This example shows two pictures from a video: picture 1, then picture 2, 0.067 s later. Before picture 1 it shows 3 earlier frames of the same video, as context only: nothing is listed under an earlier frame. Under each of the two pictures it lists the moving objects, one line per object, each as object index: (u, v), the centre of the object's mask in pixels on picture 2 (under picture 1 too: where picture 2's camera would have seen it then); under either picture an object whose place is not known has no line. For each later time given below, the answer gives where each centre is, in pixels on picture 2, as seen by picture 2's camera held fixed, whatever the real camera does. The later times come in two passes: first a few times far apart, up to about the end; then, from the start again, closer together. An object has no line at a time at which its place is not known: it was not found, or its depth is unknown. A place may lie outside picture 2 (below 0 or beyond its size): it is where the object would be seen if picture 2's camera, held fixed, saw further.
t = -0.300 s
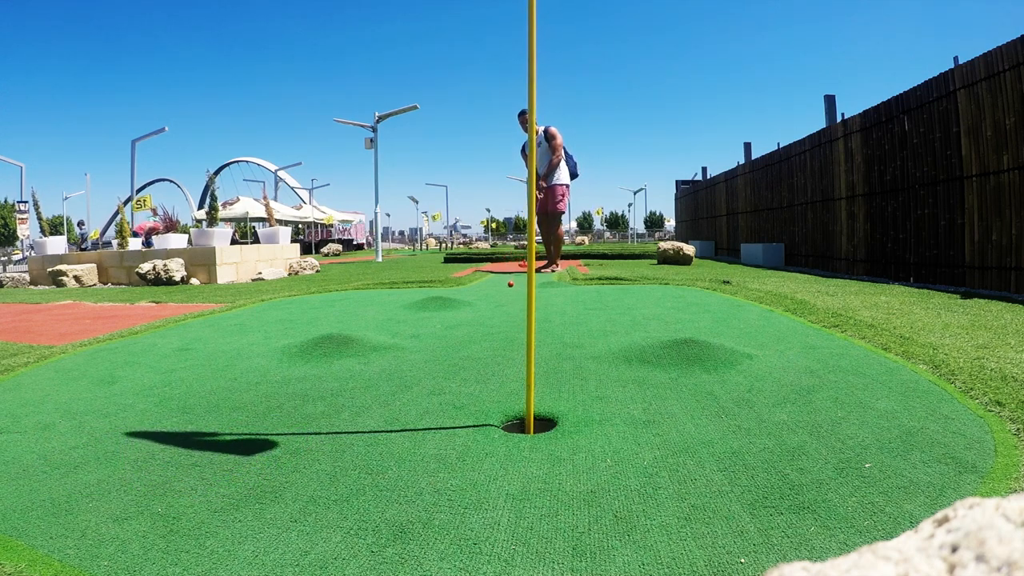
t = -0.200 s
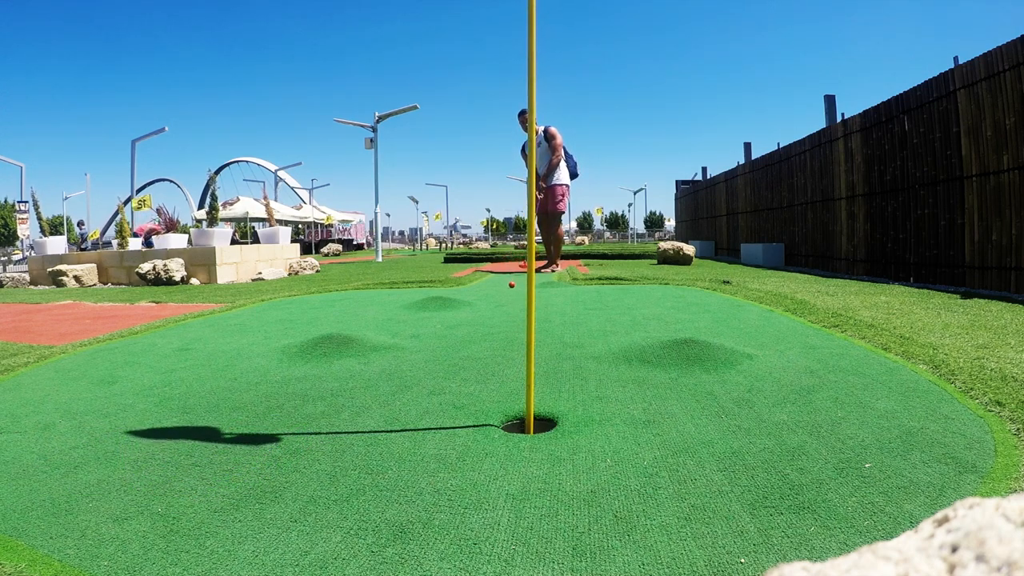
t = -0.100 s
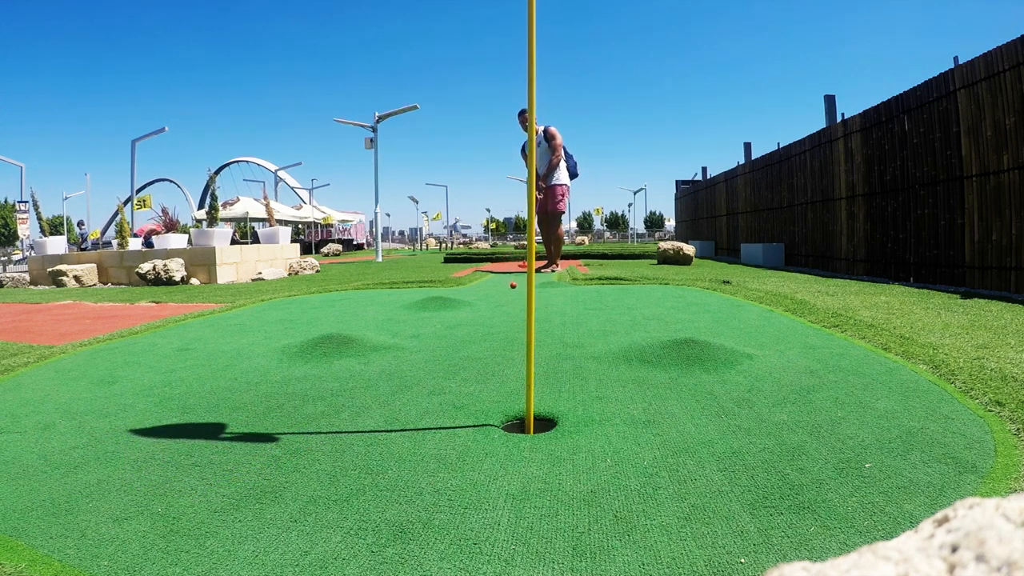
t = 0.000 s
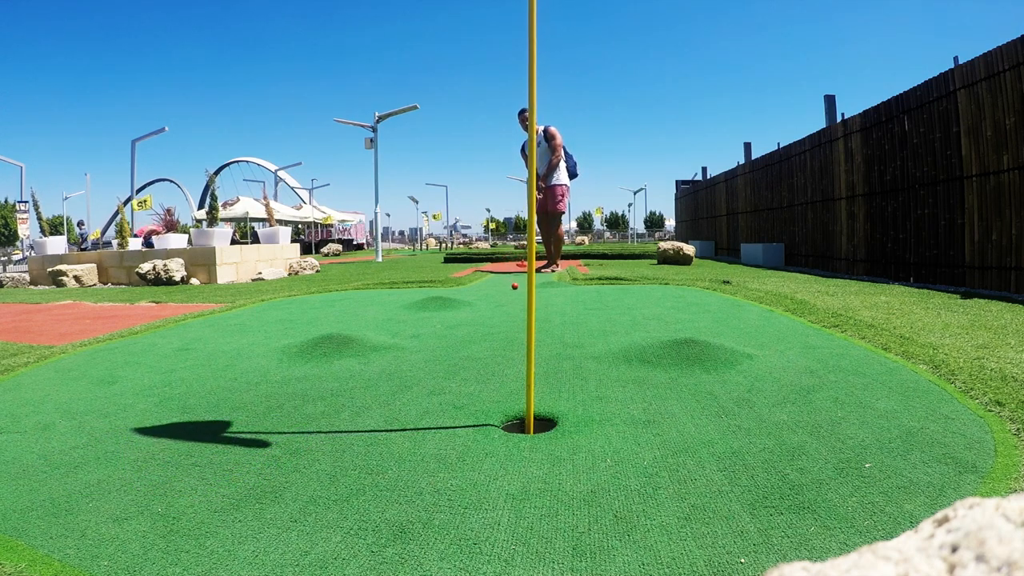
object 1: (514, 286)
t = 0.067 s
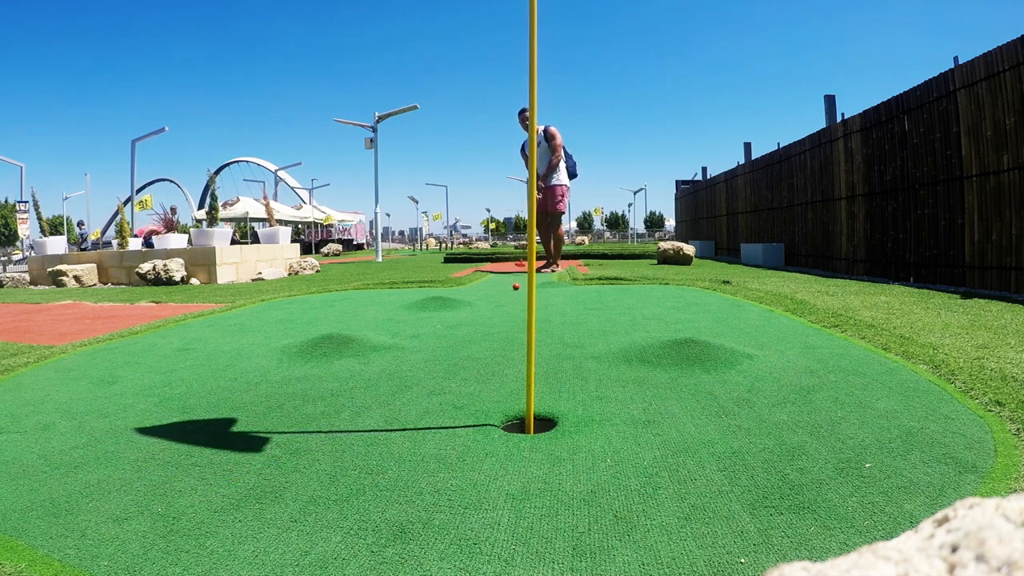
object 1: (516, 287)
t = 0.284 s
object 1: (521, 289)
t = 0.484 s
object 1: (526, 292)
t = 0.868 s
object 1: (542, 301)
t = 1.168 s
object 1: (555, 309)
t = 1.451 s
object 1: (570, 317)
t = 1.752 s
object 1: (591, 326)
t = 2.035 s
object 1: (612, 337)
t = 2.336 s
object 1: (622, 345)
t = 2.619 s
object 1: (603, 362)
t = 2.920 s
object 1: (578, 378)
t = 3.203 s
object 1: (559, 394)
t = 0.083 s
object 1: (516, 287)
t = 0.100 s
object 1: (516, 287)
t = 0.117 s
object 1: (517, 287)
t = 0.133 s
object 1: (517, 287)
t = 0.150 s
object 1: (517, 287)
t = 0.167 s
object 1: (518, 287)
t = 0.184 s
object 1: (518, 288)
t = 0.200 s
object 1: (519, 288)
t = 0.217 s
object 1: (519, 288)
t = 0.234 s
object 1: (519, 288)
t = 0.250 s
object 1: (520, 289)
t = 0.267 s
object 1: (520, 289)
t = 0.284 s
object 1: (521, 289)
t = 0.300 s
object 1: (521, 289)
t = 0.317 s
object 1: (522, 290)
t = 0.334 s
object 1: (522, 290)
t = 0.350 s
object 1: (523, 290)
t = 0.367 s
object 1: (523, 290)
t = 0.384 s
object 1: (524, 291)
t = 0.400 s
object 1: (524, 291)
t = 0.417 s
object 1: (525, 291)
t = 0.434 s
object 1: (525, 291)
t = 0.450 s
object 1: (526, 292)
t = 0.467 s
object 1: (526, 292)
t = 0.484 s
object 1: (526, 292)
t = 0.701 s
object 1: (537, 298)
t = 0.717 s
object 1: (537, 298)
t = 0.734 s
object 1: (537, 298)
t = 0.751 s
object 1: (538, 298)
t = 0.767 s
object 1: (538, 299)
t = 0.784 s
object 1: (538, 299)
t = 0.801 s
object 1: (539, 299)
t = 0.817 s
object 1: (539, 300)
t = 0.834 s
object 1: (540, 300)
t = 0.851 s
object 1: (541, 301)
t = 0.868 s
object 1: (542, 301)
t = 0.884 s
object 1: (542, 302)
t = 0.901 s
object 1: (543, 302)
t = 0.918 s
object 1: (544, 302)
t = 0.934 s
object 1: (544, 303)
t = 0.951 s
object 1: (545, 303)
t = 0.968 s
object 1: (546, 304)
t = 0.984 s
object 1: (546, 304)
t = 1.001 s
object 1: (547, 305)
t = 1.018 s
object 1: (548, 305)
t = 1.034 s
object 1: (548, 305)
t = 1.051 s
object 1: (549, 306)
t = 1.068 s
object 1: (550, 306)
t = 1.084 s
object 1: (551, 307)
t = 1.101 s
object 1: (551, 307)
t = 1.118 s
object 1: (552, 308)
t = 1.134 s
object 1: (553, 308)
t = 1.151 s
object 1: (554, 308)
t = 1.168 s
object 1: (555, 309)
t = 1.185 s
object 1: (555, 309)
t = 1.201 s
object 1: (556, 310)
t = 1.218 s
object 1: (557, 310)
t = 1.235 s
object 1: (558, 311)
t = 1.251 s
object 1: (559, 311)
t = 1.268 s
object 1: (560, 312)
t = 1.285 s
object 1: (560, 312)
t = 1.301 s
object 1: (561, 312)
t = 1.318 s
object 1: (562, 313)
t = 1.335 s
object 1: (563, 313)
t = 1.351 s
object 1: (564, 314)
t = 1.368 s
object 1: (565, 314)
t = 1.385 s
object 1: (566, 314)
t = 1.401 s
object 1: (567, 315)
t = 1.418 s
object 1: (568, 316)
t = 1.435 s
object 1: (569, 316)
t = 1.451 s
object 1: (570, 317)
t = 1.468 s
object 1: (572, 317)
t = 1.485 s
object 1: (573, 318)
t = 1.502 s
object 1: (574, 318)
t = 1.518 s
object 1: (575, 319)
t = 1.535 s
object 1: (576, 319)
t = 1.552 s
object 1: (577, 320)
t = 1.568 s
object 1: (578, 320)
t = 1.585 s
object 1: (579, 321)
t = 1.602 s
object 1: (580, 321)
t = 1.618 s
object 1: (581, 322)
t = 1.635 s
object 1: (582, 323)
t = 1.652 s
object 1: (583, 323)
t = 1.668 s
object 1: (585, 324)
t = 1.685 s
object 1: (586, 324)
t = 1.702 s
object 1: (587, 325)
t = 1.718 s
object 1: (588, 325)
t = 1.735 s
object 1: (589, 326)
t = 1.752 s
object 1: (591, 326)
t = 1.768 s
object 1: (592, 327)
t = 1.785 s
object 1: (593, 328)
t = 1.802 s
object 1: (594, 328)
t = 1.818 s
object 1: (595, 329)
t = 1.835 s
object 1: (597, 330)
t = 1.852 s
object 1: (598, 330)
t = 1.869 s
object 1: (599, 331)
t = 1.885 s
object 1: (600, 332)
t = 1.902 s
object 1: (602, 332)
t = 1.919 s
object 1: (603, 333)
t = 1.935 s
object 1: (605, 333)
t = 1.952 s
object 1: (606, 334)
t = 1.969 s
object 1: (607, 335)
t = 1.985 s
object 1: (609, 335)
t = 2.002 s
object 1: (610, 336)
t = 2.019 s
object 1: (611, 336)
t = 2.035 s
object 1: (612, 337)
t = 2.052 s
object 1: (613, 337)
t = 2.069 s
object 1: (615, 338)
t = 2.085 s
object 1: (616, 338)
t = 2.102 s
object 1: (617, 338)
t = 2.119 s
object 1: (618, 339)
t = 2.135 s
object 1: (619, 339)
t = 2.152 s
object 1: (619, 339)
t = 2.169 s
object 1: (620, 339)
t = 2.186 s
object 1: (621, 339)
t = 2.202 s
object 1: (621, 340)
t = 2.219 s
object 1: (622, 340)
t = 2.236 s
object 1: (622, 341)
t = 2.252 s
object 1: (622, 341)
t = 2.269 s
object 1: (622, 342)
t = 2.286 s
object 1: (622, 343)
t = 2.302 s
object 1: (622, 344)
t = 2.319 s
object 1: (622, 344)
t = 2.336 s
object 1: (622, 345)
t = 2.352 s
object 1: (621, 346)
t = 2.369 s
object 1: (620, 347)
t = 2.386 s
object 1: (620, 348)
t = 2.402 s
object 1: (619, 349)
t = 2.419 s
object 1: (618, 351)
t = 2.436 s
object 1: (617, 352)
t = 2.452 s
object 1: (616, 353)
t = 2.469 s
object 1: (615, 354)
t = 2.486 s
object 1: (613, 355)
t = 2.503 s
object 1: (612, 356)
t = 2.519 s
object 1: (611, 357)
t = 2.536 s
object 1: (610, 358)
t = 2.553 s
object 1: (608, 359)
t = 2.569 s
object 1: (607, 360)
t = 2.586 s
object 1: (606, 361)
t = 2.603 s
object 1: (604, 361)
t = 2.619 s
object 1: (603, 362)
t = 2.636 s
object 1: (601, 363)
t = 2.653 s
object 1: (600, 364)
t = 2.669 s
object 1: (599, 365)
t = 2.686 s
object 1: (597, 366)
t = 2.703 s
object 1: (596, 366)
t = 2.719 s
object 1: (595, 367)
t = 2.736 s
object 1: (593, 368)
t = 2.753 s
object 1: (592, 369)
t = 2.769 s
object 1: (590, 370)
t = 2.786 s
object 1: (589, 371)
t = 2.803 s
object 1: (587, 372)
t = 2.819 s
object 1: (586, 373)
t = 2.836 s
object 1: (585, 373)
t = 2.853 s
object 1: (583, 375)
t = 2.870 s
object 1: (582, 375)
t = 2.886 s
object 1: (581, 377)
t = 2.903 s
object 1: (580, 377)
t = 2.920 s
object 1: (578, 378)
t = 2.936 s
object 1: (577, 379)
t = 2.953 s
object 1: (576, 380)
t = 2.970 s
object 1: (575, 382)
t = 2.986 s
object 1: (574, 382)
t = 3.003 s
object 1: (572, 383)
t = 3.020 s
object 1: (571, 384)
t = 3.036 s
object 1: (570, 385)
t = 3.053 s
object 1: (569, 386)
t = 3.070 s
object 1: (568, 387)
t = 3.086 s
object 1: (566, 388)
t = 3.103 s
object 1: (565, 389)
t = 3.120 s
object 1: (564, 390)
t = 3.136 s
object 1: (563, 391)
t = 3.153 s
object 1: (562, 392)
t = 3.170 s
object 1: (561, 393)
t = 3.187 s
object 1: (560, 393)
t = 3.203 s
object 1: (559, 394)
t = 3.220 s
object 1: (558, 395)
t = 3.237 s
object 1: (558, 396)
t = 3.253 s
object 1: (557, 397)
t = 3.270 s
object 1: (557, 397)
